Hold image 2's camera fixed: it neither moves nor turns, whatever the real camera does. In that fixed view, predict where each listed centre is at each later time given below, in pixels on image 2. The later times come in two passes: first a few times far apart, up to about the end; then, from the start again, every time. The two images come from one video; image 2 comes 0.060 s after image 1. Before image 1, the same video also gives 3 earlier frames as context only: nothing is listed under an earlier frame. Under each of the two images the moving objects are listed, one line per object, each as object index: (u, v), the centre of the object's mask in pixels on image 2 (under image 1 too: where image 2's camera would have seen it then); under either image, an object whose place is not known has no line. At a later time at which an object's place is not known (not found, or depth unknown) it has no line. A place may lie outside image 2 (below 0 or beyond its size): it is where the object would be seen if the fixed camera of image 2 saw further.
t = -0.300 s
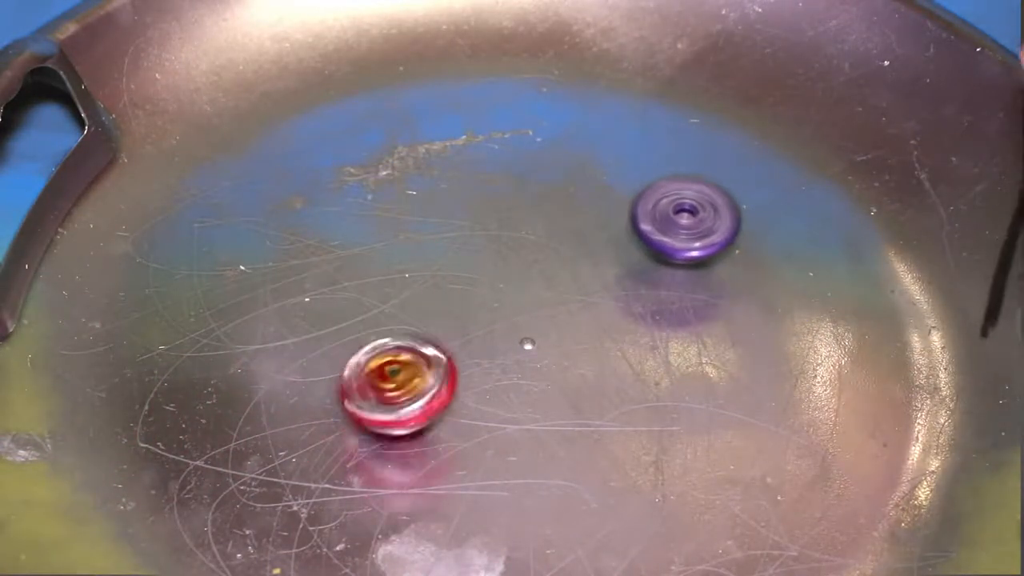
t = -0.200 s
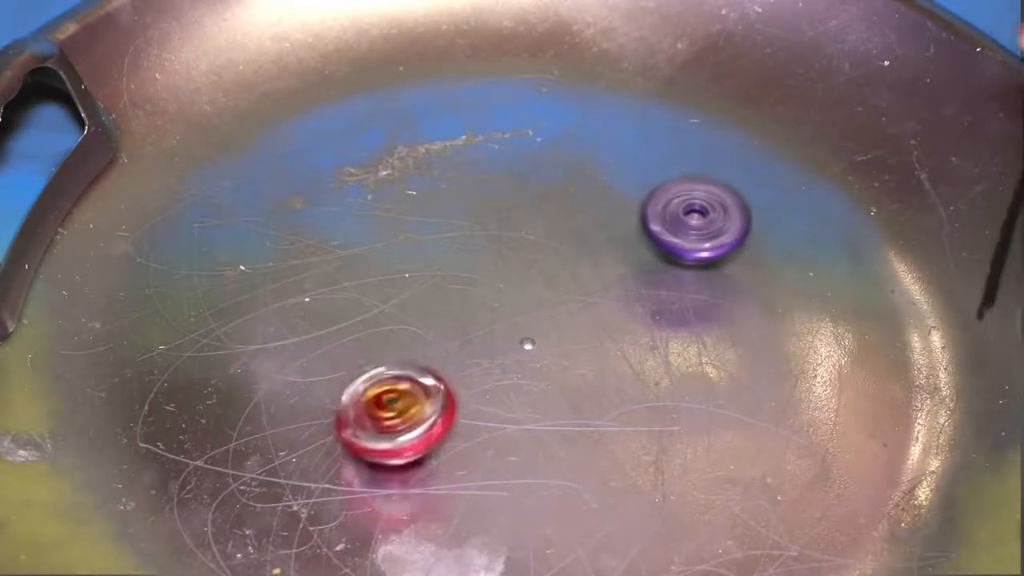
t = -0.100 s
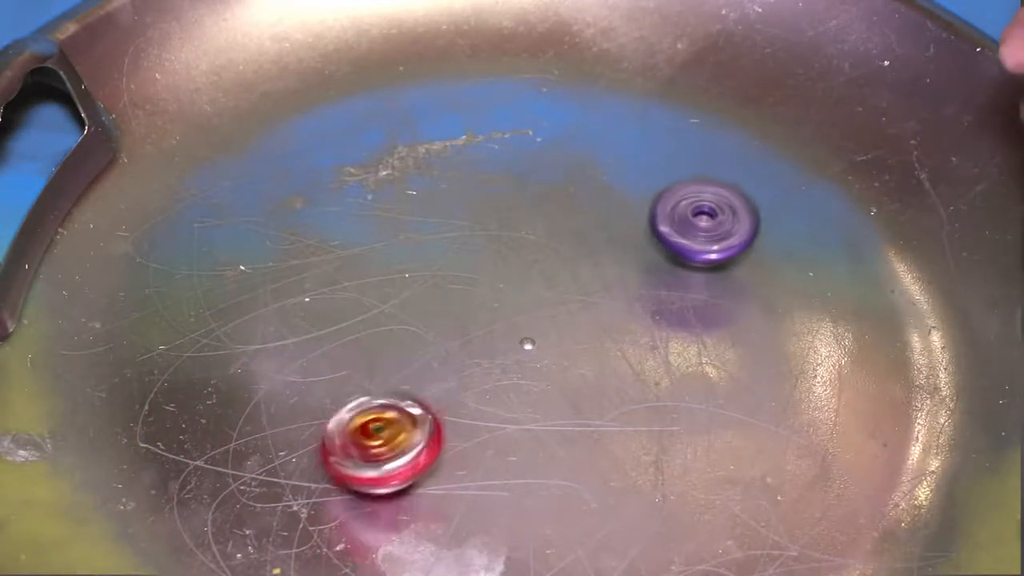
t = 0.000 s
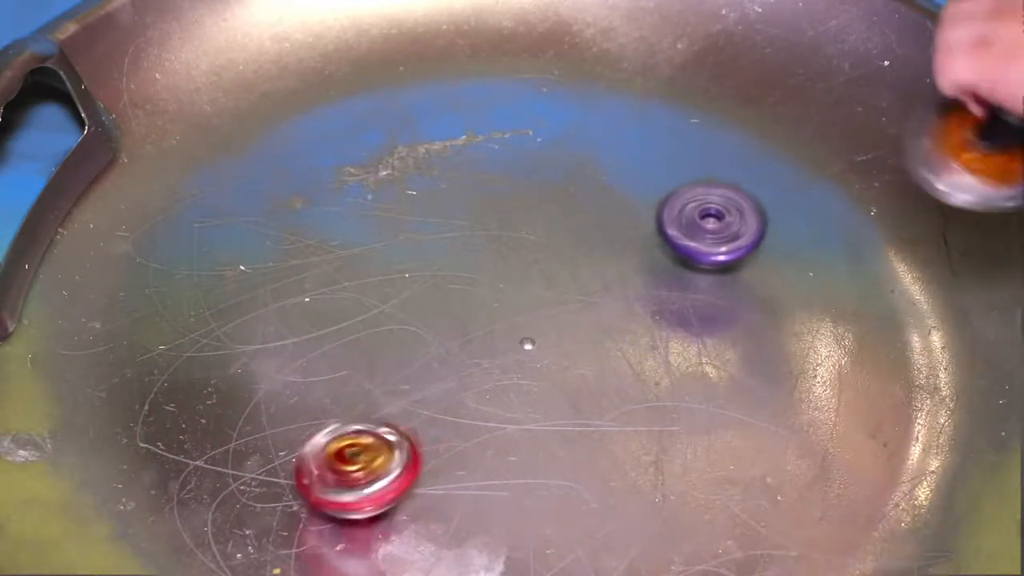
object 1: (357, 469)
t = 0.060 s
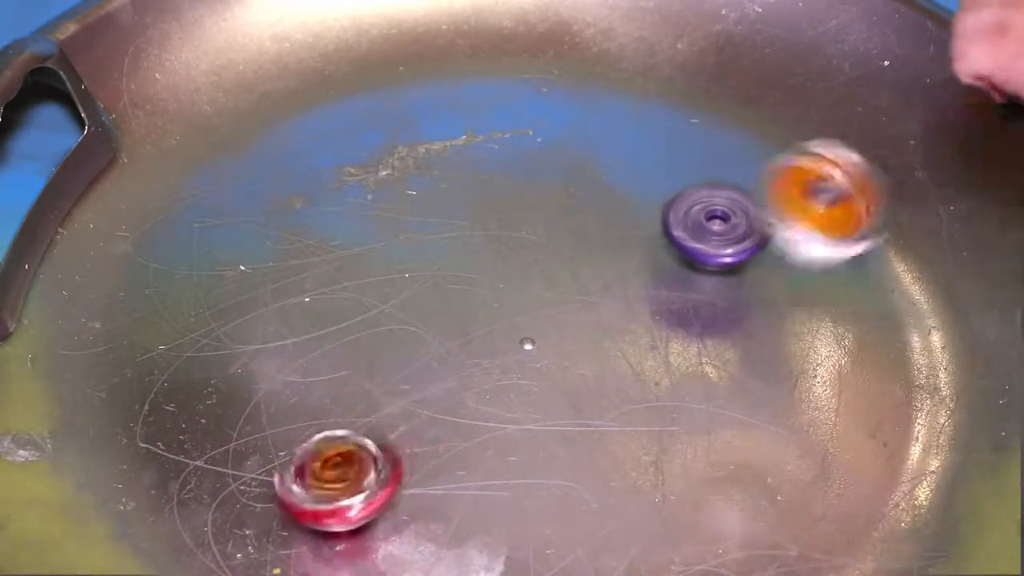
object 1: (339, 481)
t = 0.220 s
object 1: (276, 502)
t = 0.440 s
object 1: (189, 498)
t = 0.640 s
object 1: (154, 473)
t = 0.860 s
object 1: (169, 419)
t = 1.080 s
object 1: (217, 369)
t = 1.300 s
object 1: (283, 349)
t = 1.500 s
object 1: (339, 358)
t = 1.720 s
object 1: (377, 390)
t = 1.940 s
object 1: (377, 432)
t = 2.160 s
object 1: (340, 466)
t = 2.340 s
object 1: (288, 476)
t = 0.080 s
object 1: (332, 485)
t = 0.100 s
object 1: (323, 490)
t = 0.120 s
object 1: (317, 491)
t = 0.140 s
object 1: (310, 495)
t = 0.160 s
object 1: (302, 495)
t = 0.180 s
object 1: (293, 499)
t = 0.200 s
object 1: (285, 503)
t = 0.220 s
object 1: (276, 502)
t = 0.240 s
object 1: (268, 504)
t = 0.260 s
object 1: (258, 506)
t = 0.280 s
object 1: (250, 507)
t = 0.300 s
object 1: (246, 507)
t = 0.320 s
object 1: (238, 505)
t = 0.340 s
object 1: (231, 504)
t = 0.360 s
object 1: (222, 505)
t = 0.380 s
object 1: (214, 504)
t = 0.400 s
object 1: (205, 501)
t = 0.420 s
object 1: (198, 500)
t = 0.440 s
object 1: (189, 498)
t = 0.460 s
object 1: (184, 496)
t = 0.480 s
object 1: (178, 493)
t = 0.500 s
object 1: (174, 490)
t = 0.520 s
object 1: (168, 489)
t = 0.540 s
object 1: (163, 487)
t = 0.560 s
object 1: (161, 482)
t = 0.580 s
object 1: (158, 480)
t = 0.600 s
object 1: (155, 478)
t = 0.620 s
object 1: (154, 476)
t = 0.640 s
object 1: (154, 473)
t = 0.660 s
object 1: (153, 470)
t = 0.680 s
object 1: (152, 466)
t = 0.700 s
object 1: (153, 462)
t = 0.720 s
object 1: (155, 458)
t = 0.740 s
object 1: (155, 453)
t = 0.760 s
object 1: (156, 449)
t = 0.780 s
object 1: (158, 443)
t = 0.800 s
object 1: (160, 437)
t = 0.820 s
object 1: (164, 432)
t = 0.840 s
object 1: (165, 426)
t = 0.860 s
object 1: (169, 419)
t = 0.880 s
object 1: (172, 415)
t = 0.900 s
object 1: (176, 409)
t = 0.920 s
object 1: (180, 404)
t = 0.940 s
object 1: (184, 399)
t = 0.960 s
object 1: (188, 394)
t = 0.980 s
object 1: (193, 390)
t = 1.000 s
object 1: (198, 385)
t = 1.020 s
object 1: (202, 380)
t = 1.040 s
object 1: (209, 378)
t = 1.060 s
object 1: (212, 373)
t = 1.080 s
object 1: (217, 369)
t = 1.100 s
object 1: (223, 366)
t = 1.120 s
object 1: (229, 364)
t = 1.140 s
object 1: (235, 361)
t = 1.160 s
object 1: (241, 358)
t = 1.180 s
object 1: (247, 355)
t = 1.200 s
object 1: (254, 354)
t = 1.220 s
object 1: (259, 353)
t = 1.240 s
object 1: (265, 350)
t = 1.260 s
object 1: (272, 350)
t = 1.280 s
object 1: (277, 349)
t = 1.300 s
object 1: (283, 349)
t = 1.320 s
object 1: (289, 349)
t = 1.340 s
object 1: (296, 349)
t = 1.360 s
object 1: (300, 350)
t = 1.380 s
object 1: (306, 350)
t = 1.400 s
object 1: (312, 351)
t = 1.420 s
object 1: (317, 352)
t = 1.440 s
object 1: (322, 355)
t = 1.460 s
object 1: (328, 355)
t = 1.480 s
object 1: (333, 356)
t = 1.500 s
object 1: (339, 358)
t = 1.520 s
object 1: (343, 361)
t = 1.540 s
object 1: (347, 363)
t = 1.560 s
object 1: (352, 366)
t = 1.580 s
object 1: (356, 368)
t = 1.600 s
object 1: (360, 371)
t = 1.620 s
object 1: (364, 373)
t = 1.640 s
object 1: (367, 377)
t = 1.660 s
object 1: (369, 380)
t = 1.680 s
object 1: (373, 384)
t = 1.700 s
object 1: (376, 386)
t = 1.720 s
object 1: (377, 390)
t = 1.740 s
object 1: (379, 395)
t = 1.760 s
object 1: (382, 398)
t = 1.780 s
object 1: (382, 401)
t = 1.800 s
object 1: (383, 405)
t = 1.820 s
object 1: (383, 409)
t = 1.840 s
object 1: (383, 412)
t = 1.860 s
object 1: (383, 416)
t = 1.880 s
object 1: (382, 421)
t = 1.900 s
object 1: (382, 425)
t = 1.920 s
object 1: (380, 427)
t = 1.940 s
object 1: (377, 432)
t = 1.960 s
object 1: (375, 437)
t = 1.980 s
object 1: (374, 437)
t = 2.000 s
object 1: (371, 441)
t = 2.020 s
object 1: (367, 446)
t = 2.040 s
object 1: (365, 448)
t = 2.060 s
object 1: (362, 450)
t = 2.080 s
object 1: (357, 455)
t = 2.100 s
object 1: (355, 458)
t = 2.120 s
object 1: (350, 459)
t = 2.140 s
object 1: (345, 462)
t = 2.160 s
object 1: (340, 466)
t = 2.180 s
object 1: (335, 466)
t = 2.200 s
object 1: (329, 468)
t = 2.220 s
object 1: (323, 472)
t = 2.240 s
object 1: (319, 471)
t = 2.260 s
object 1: (313, 471)
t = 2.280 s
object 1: (307, 475)
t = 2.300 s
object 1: (301, 475)
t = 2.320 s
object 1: (295, 474)
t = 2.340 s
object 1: (288, 476)
